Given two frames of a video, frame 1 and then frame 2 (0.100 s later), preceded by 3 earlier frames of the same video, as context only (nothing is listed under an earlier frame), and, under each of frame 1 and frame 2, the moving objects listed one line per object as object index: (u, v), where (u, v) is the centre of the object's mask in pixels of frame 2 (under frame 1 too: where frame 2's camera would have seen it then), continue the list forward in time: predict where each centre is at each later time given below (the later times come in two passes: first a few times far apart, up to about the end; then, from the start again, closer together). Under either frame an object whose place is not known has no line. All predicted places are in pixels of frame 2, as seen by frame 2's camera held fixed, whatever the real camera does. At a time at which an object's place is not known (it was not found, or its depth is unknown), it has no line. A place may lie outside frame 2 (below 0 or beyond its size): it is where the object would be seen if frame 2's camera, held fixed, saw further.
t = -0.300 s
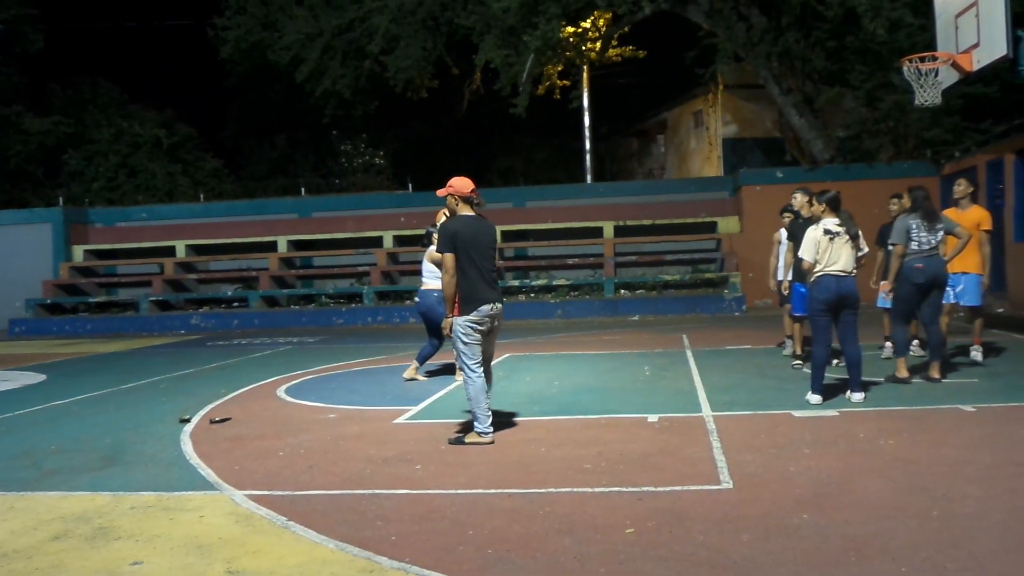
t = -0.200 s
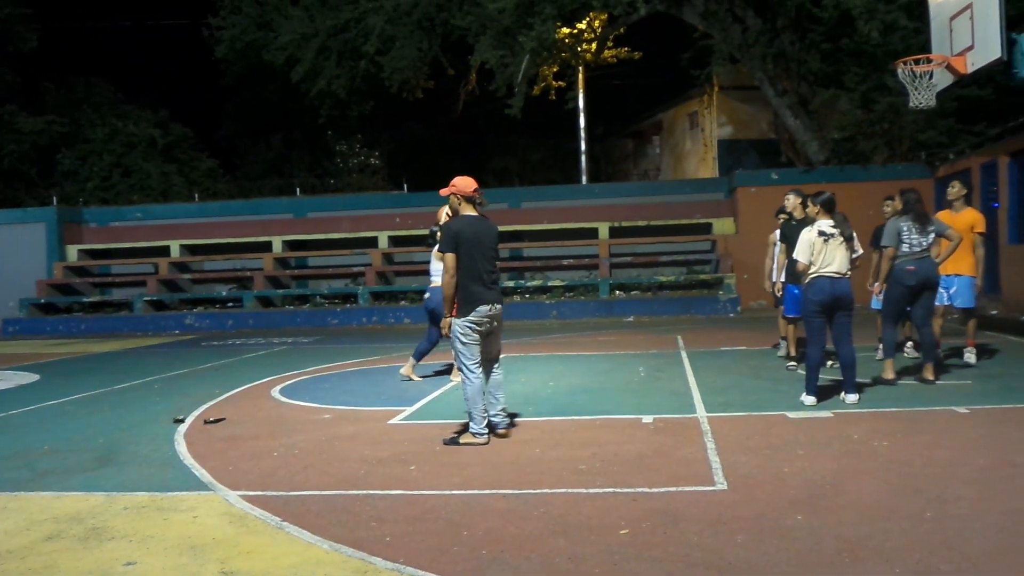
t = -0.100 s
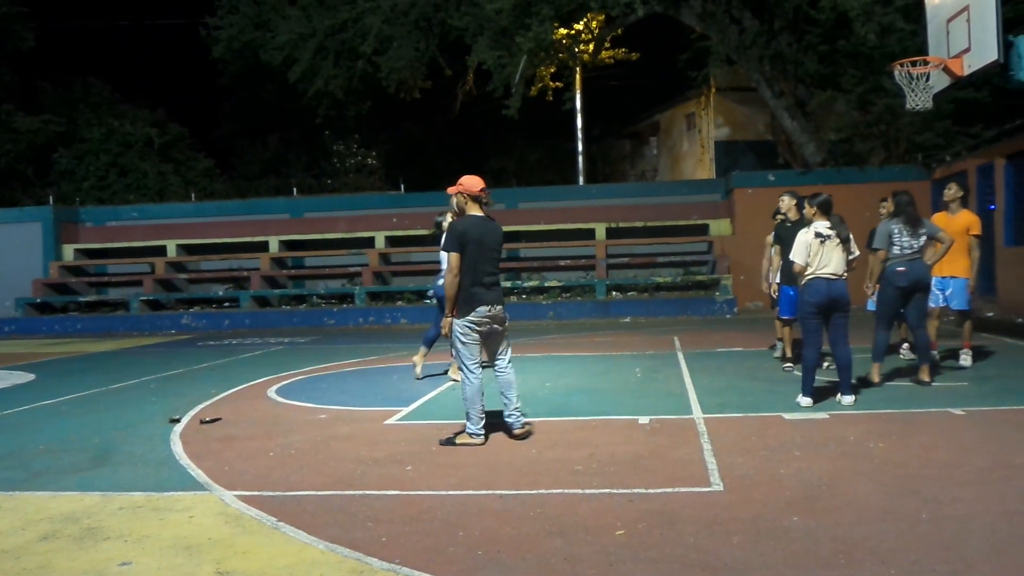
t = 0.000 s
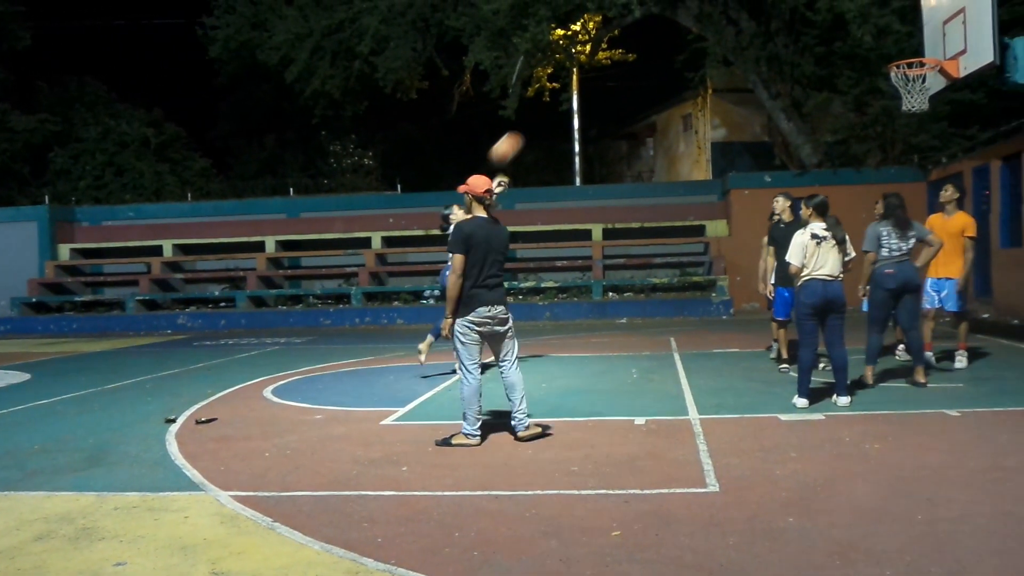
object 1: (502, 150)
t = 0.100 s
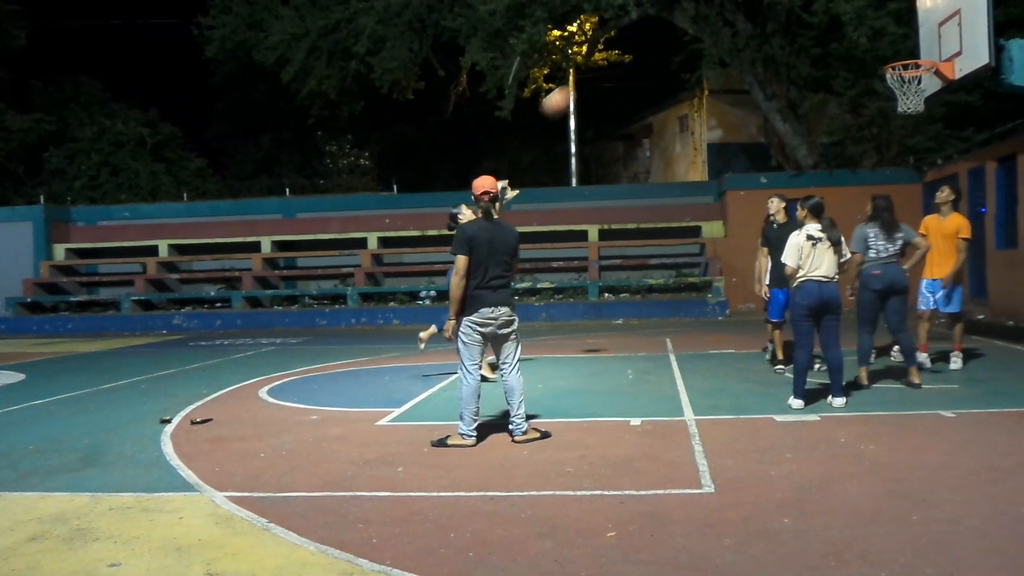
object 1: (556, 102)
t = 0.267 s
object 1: (653, 44)
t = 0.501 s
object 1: (788, 10)
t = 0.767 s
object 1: (946, 40)
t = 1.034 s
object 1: (863, 23)
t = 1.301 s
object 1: (784, 54)
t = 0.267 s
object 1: (653, 44)
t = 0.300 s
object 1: (674, 36)
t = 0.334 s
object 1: (691, 28)
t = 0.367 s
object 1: (711, 21)
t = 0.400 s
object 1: (730, 17)
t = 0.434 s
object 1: (749, 13)
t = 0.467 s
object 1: (769, 11)
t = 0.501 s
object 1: (788, 10)
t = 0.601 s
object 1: (846, 12)
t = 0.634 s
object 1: (866, 15)
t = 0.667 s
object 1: (886, 19)
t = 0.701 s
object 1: (904, 24)
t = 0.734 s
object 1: (924, 31)
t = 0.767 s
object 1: (946, 40)
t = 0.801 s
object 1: (938, 47)
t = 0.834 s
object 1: (923, 45)
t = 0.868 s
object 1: (912, 38)
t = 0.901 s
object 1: (903, 34)
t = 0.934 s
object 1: (894, 29)
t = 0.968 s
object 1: (883, 25)
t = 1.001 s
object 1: (874, 23)
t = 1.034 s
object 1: (863, 23)
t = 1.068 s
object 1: (853, 24)
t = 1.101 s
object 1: (841, 23)
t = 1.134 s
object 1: (832, 26)
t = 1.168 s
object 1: (824, 30)
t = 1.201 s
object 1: (813, 34)
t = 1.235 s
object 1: (802, 39)
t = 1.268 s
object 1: (793, 46)
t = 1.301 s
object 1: (784, 54)
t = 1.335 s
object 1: (773, 63)
